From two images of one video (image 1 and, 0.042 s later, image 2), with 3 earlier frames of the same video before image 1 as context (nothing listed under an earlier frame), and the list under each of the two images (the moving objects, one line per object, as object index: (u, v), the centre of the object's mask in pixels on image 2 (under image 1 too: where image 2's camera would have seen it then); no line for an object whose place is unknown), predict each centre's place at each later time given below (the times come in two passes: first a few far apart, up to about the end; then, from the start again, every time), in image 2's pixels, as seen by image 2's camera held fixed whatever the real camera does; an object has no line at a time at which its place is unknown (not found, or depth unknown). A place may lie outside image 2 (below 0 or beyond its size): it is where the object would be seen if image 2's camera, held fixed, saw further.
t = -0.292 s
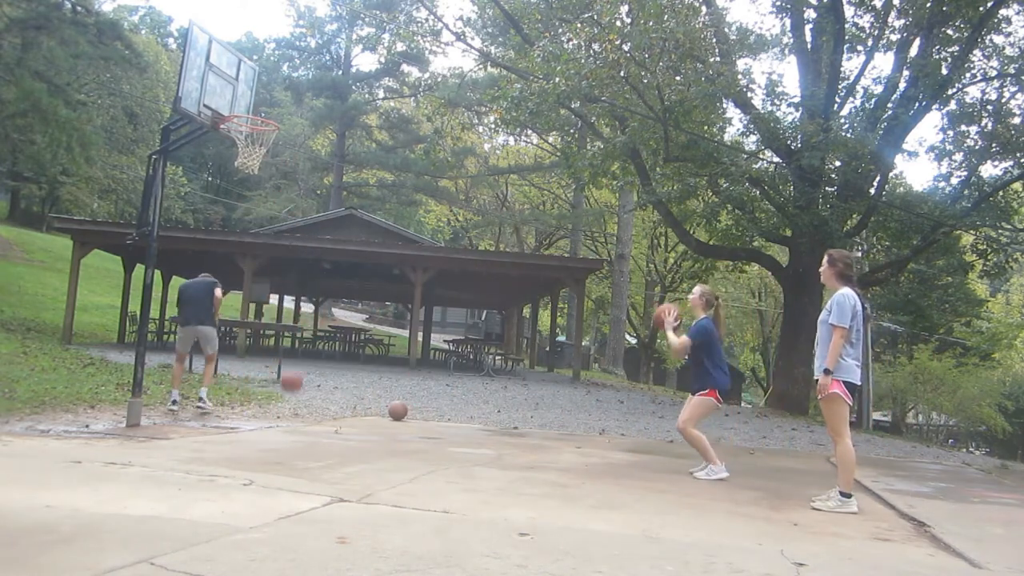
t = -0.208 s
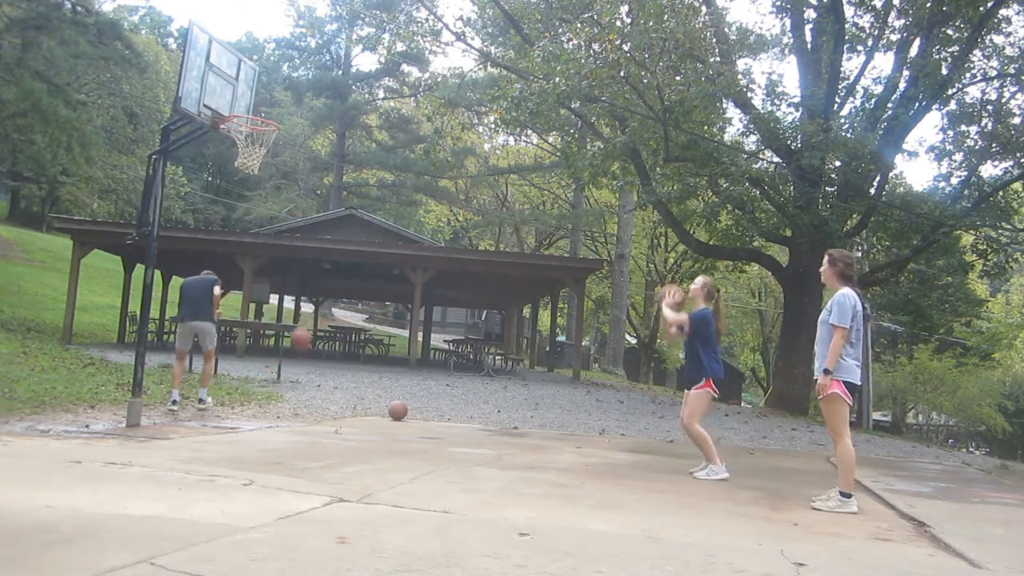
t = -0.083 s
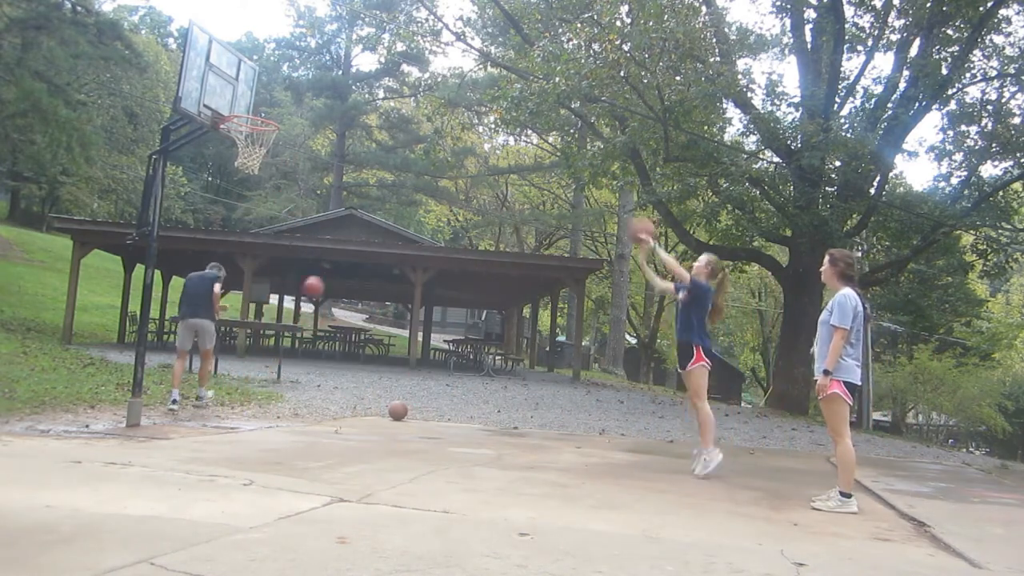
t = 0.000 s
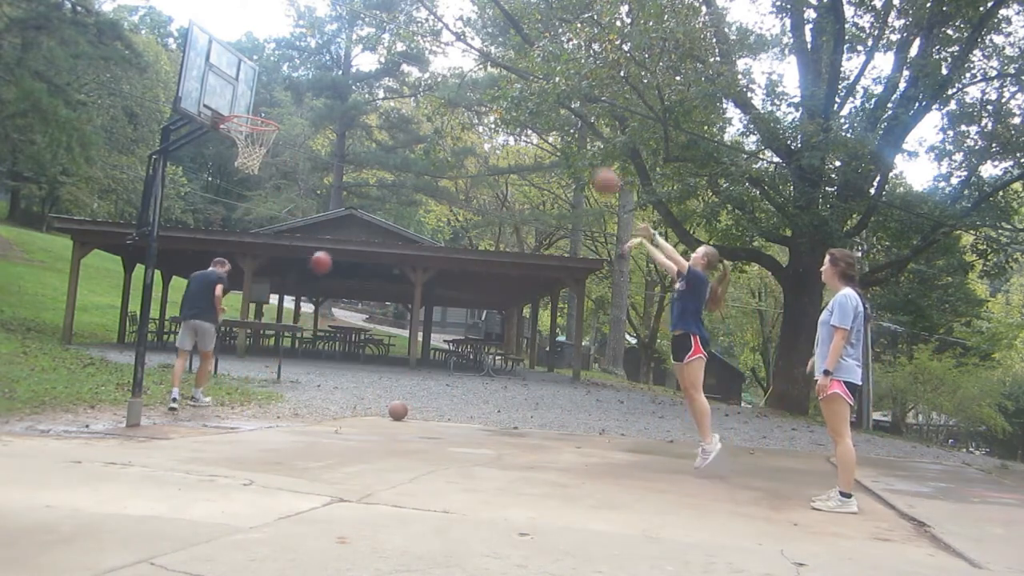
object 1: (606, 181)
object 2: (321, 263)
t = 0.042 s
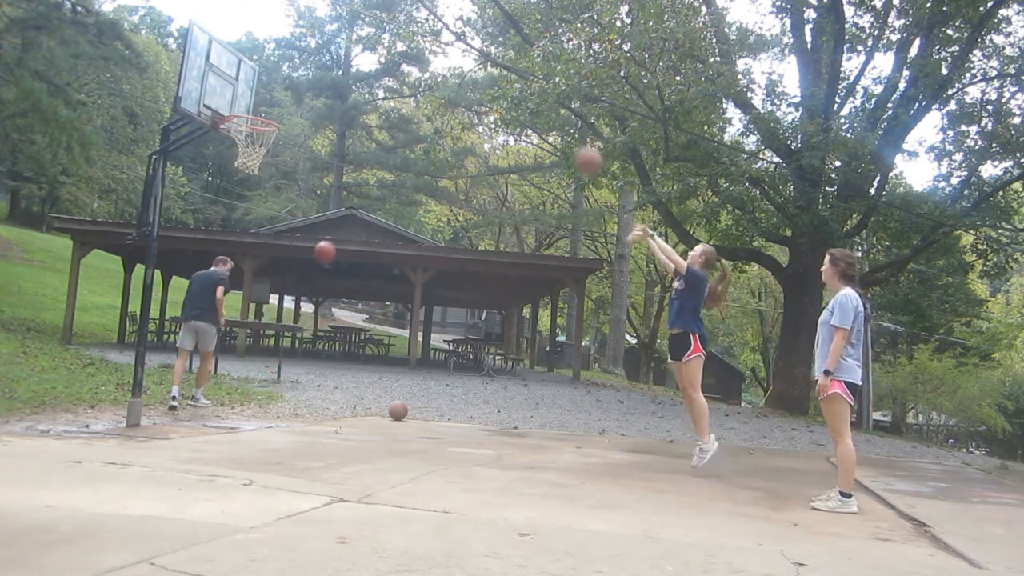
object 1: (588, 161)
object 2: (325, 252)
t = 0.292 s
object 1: (483, 77)
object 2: (343, 222)
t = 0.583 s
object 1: (364, 61)
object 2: (358, 257)
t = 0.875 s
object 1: (260, 118)
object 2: (366, 361)
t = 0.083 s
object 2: (328, 243)
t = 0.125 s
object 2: (331, 235)
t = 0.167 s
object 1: (535, 106)
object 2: (334, 229)
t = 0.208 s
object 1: (517, 93)
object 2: (337, 225)
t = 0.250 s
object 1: (499, 85)
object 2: (340, 223)
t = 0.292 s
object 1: (483, 77)
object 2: (343, 222)
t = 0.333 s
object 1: (466, 68)
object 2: (345, 222)
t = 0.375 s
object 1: (448, 63)
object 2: (348, 224)
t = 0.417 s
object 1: (430, 60)
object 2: (350, 227)
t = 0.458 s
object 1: (415, 58)
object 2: (353, 232)
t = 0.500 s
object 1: (398, 56)
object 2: (354, 239)
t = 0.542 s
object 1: (382, 60)
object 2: (355, 246)
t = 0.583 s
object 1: (364, 61)
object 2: (358, 257)
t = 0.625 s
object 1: (347, 68)
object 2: (359, 267)
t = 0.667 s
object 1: (331, 70)
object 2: (361, 279)
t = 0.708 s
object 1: (315, 83)
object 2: (362, 292)
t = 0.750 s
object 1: (298, 93)
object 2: (364, 307)
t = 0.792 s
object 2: (365, 324)
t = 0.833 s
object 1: (266, 117)
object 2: (365, 344)
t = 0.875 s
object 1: (260, 118)
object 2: (366, 361)
